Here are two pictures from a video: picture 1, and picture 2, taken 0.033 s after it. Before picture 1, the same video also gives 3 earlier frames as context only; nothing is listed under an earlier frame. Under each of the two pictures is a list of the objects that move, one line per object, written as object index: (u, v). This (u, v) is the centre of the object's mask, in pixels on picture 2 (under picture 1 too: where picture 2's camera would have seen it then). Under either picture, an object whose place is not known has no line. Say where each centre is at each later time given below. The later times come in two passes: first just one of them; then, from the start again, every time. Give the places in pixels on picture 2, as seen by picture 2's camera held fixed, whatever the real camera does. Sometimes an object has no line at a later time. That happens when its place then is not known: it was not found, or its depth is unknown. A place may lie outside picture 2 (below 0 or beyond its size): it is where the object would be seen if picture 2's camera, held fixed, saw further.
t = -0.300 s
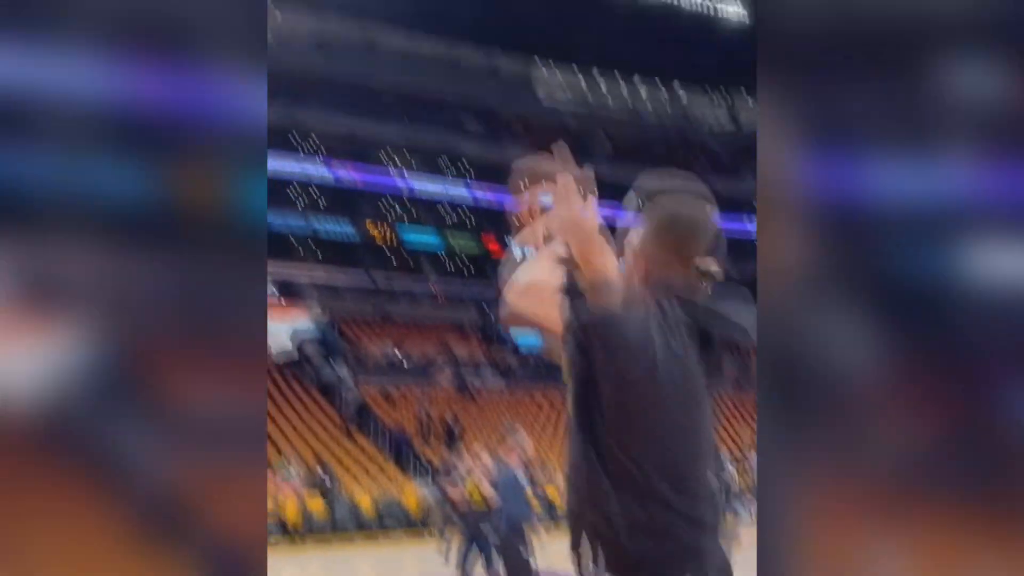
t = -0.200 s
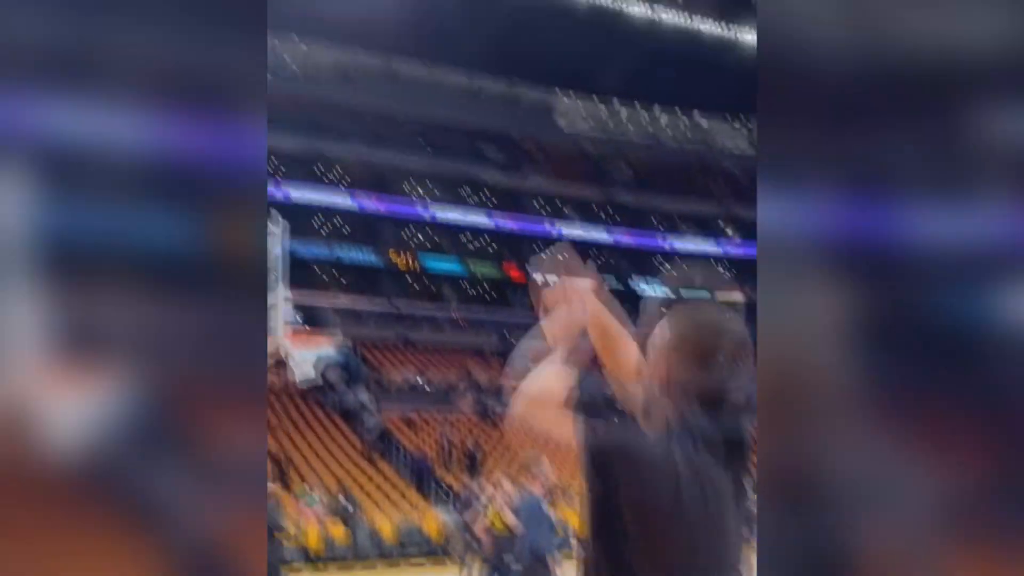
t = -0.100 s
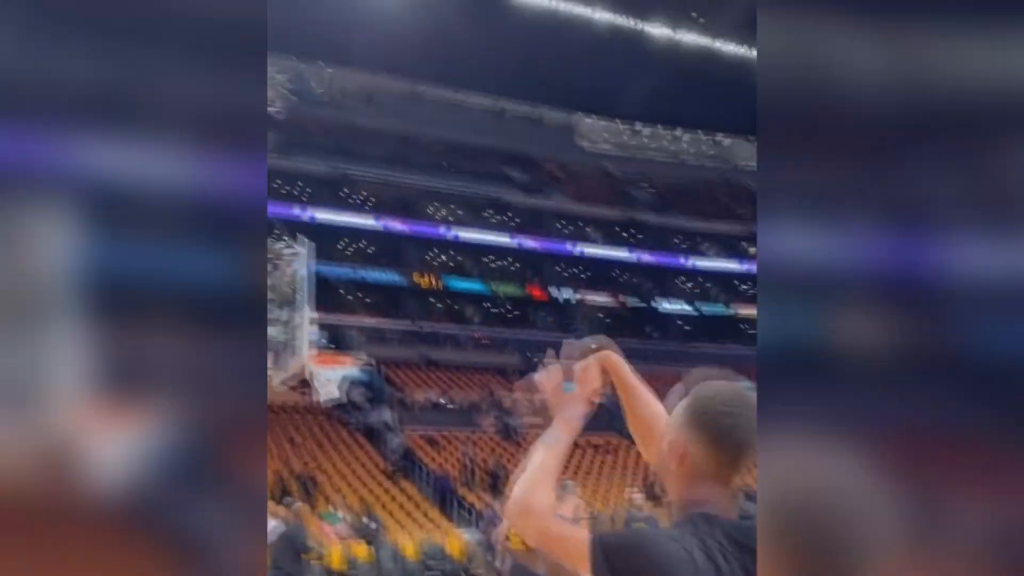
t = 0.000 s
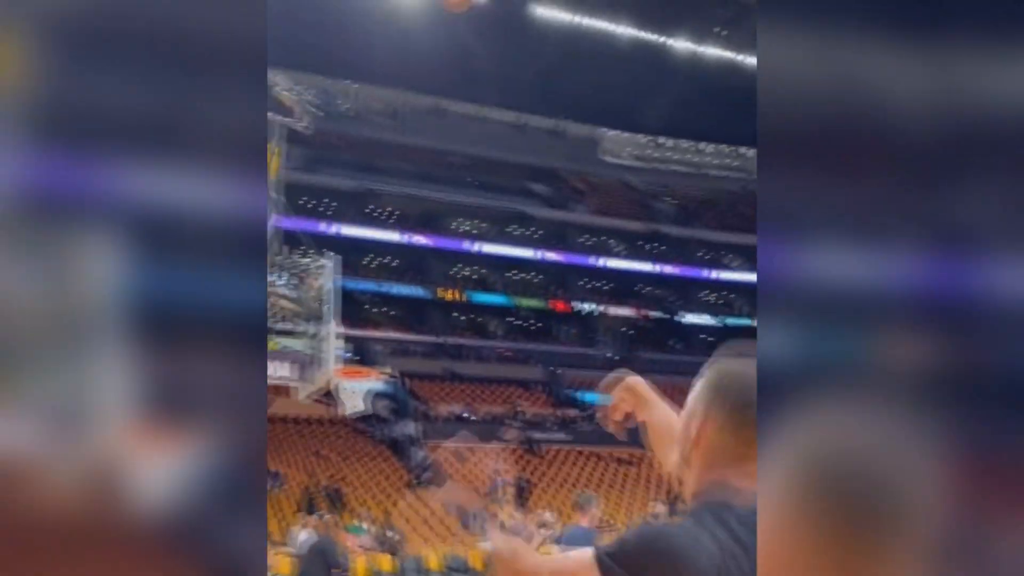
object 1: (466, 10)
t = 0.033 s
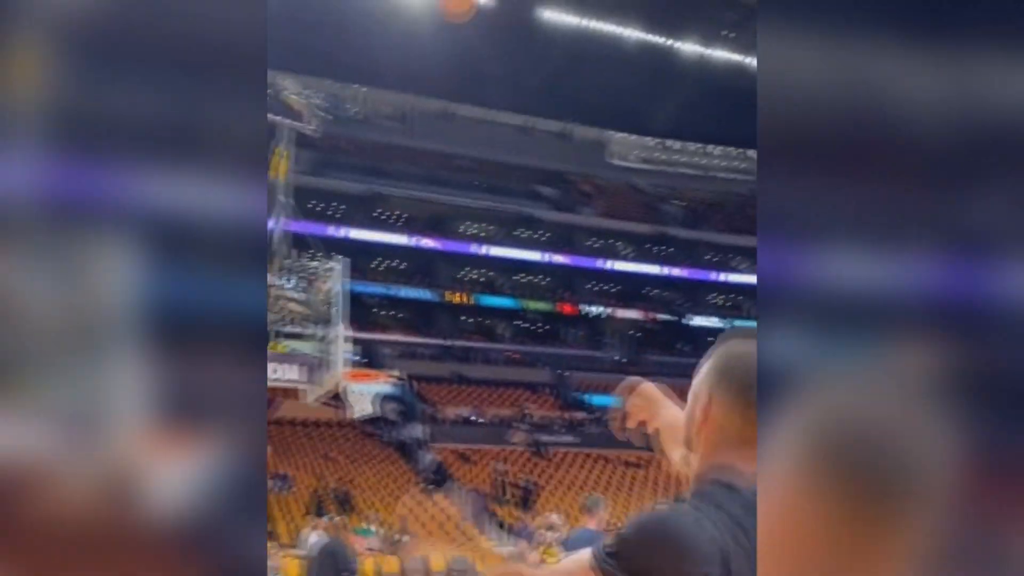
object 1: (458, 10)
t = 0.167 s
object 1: (437, 34)
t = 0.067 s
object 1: (452, 12)
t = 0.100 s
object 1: (445, 15)
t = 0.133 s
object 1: (441, 23)
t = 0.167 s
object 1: (437, 34)
